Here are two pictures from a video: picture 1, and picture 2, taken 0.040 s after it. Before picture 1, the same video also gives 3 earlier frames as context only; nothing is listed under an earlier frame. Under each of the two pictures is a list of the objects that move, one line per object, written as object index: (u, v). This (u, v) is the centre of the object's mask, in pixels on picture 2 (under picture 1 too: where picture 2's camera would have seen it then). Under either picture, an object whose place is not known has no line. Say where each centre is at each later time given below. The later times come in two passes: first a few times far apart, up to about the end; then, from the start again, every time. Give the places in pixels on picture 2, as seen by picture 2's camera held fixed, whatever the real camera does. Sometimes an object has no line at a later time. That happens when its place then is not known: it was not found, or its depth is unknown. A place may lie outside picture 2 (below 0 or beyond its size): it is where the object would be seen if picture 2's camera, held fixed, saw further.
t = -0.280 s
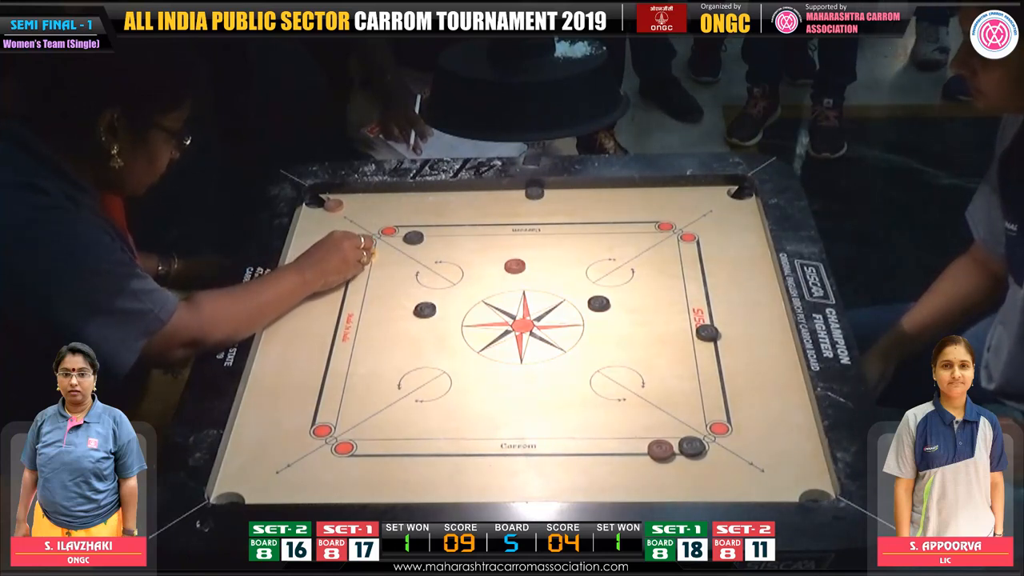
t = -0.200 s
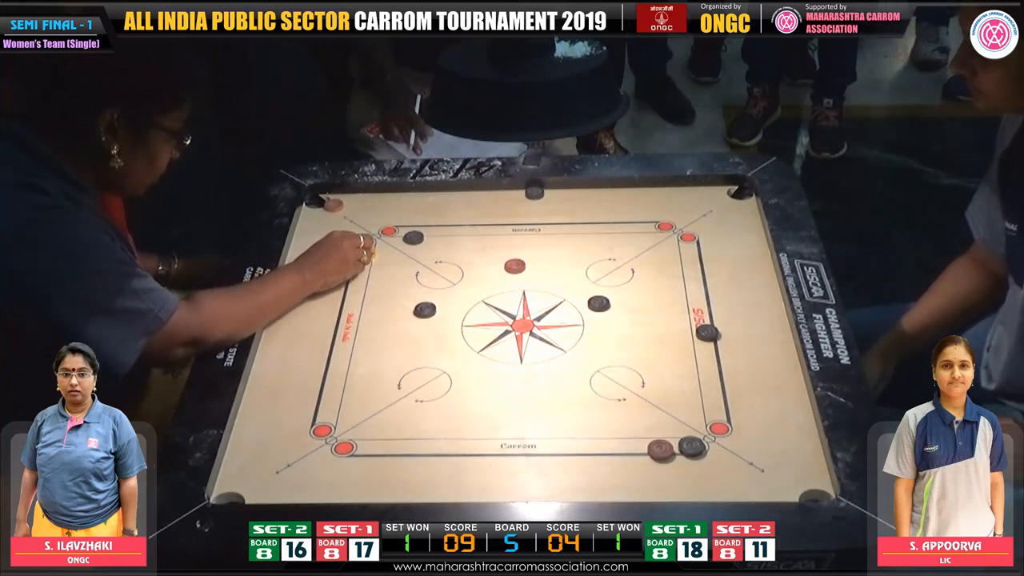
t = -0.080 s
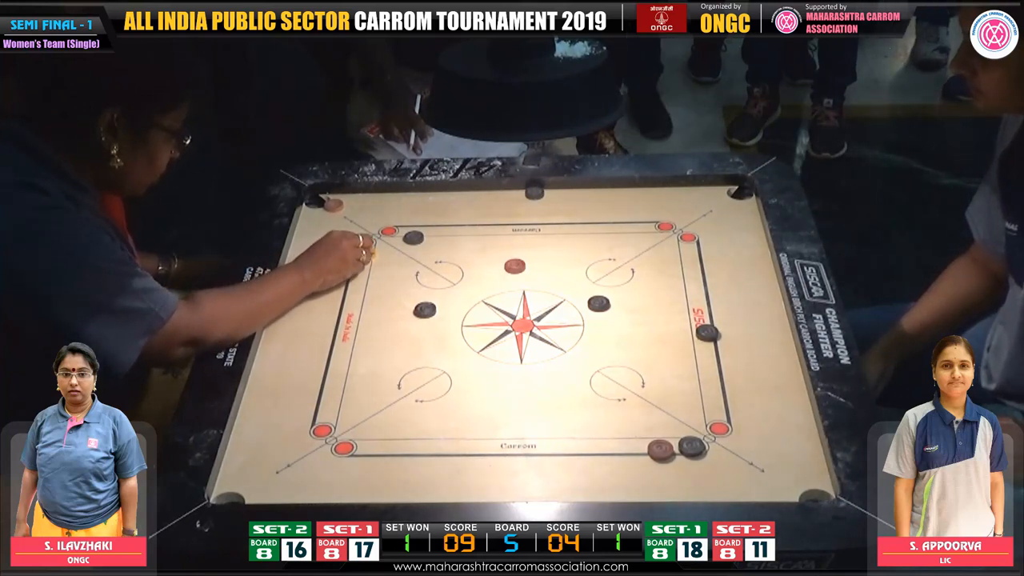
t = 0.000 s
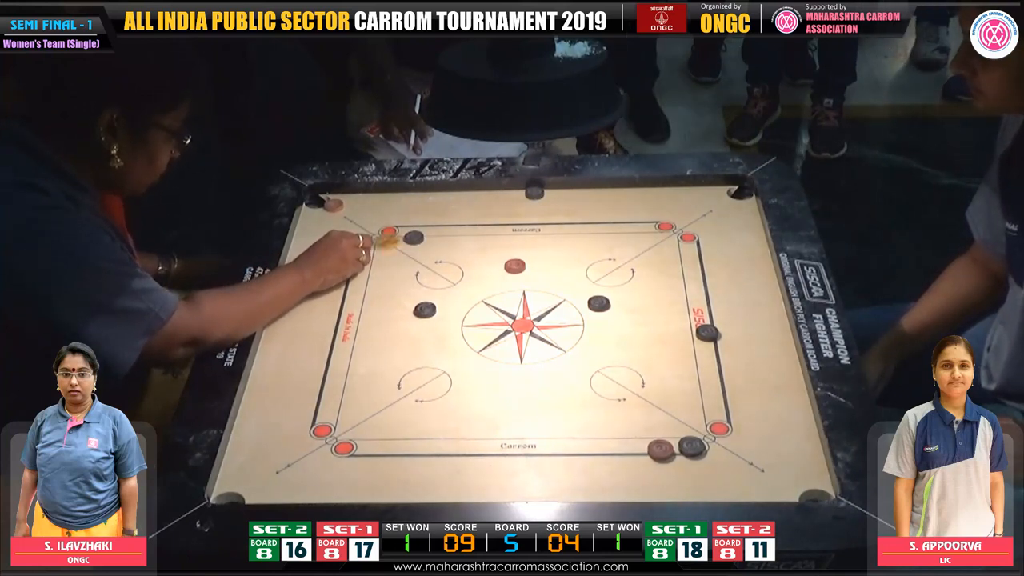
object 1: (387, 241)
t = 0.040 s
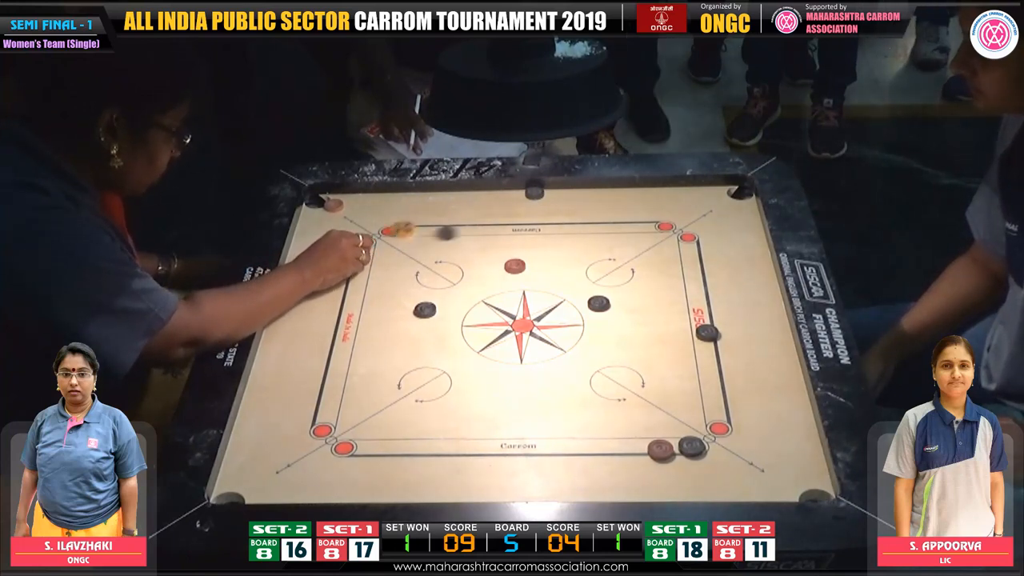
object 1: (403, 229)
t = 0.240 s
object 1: (443, 208)
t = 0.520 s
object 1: (460, 240)
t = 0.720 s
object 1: (462, 245)
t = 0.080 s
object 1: (413, 218)
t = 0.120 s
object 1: (424, 208)
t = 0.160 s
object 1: (434, 199)
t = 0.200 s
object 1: (439, 202)
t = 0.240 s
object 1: (443, 208)
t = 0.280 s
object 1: (446, 215)
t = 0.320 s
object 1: (449, 220)
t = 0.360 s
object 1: (452, 226)
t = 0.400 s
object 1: (455, 230)
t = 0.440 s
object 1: (457, 234)
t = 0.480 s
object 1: (459, 237)
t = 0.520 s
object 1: (460, 240)
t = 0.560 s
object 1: (461, 242)
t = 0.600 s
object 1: (462, 243)
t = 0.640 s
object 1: (462, 244)
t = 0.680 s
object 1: (462, 245)
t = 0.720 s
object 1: (462, 245)
